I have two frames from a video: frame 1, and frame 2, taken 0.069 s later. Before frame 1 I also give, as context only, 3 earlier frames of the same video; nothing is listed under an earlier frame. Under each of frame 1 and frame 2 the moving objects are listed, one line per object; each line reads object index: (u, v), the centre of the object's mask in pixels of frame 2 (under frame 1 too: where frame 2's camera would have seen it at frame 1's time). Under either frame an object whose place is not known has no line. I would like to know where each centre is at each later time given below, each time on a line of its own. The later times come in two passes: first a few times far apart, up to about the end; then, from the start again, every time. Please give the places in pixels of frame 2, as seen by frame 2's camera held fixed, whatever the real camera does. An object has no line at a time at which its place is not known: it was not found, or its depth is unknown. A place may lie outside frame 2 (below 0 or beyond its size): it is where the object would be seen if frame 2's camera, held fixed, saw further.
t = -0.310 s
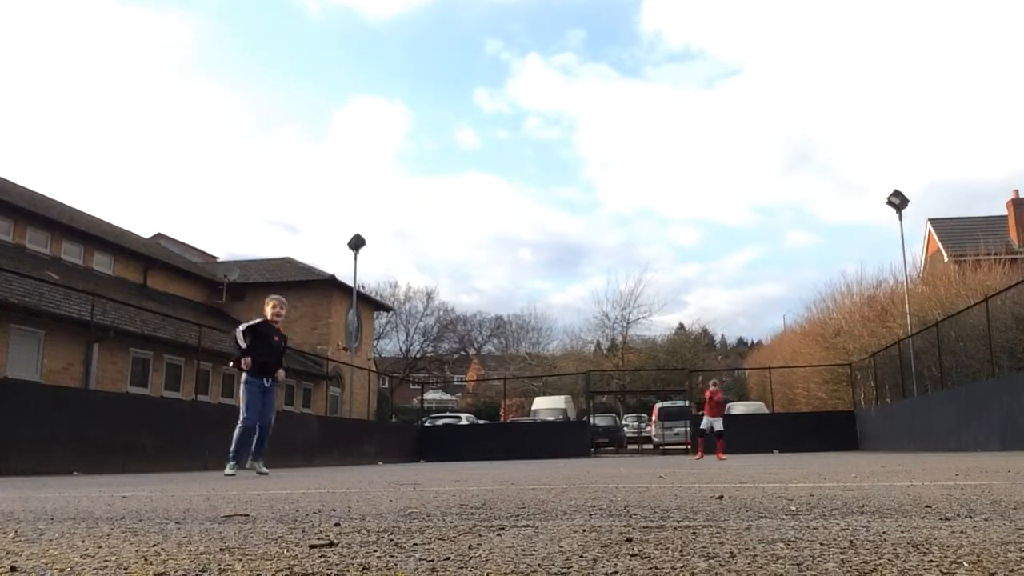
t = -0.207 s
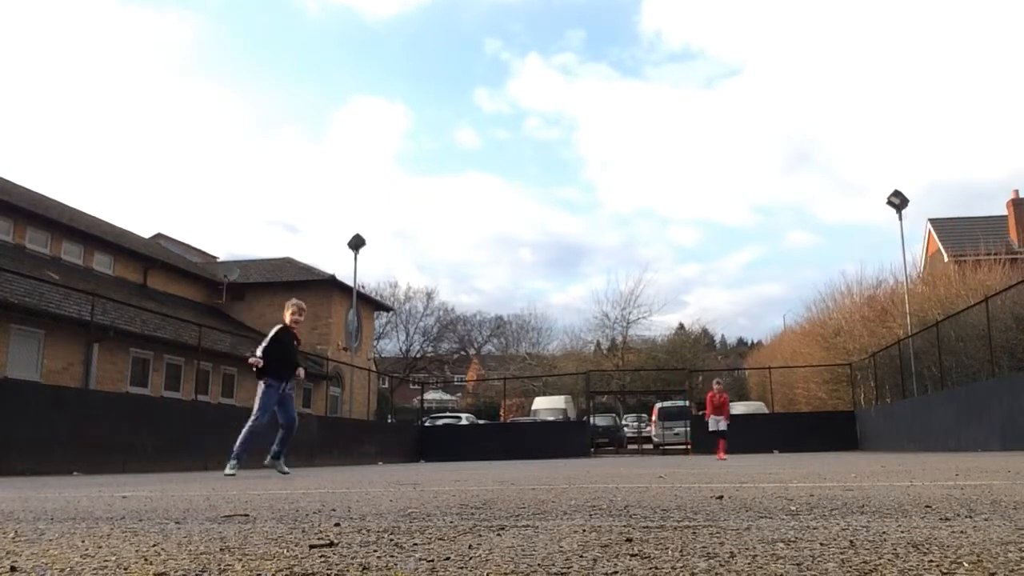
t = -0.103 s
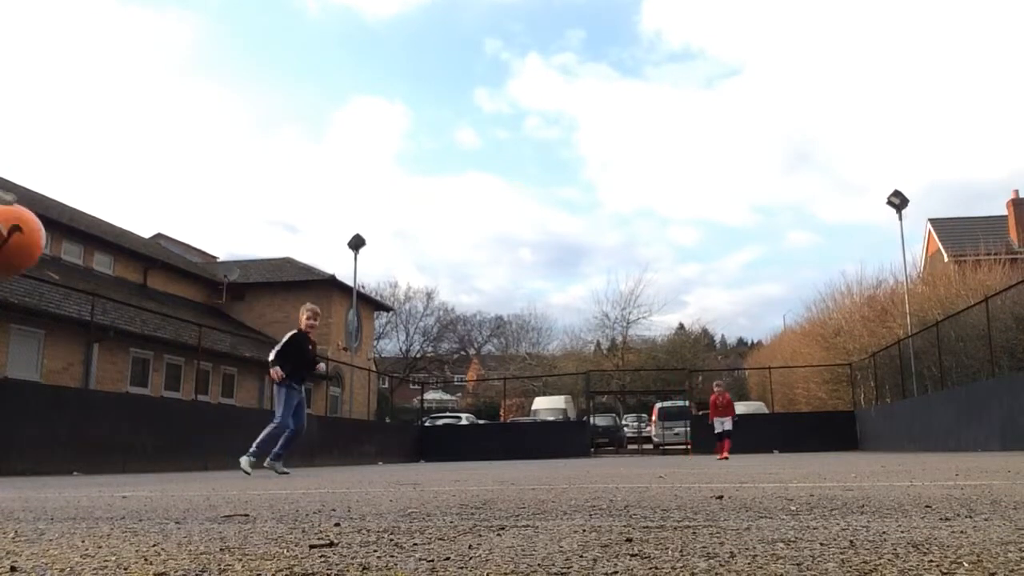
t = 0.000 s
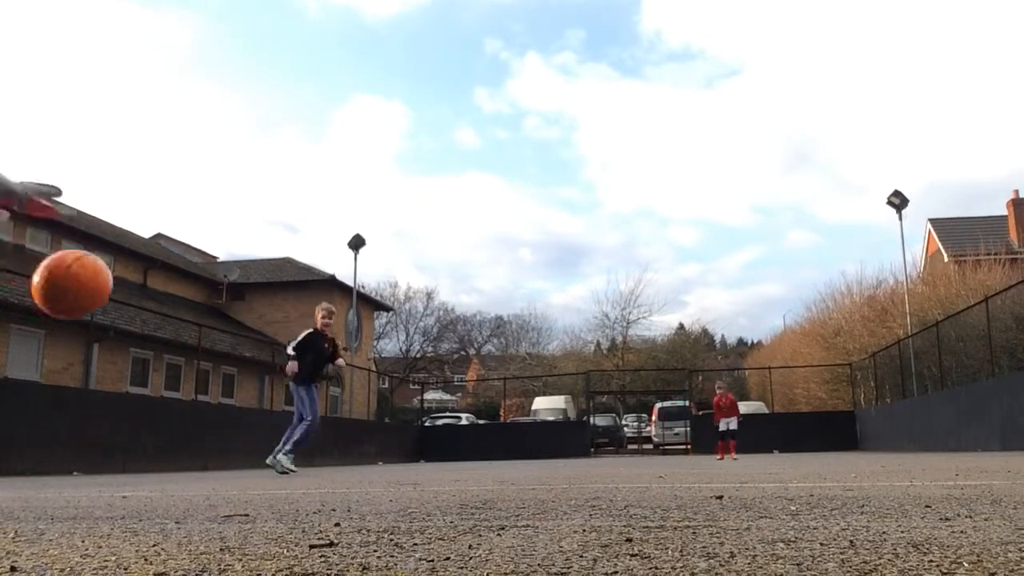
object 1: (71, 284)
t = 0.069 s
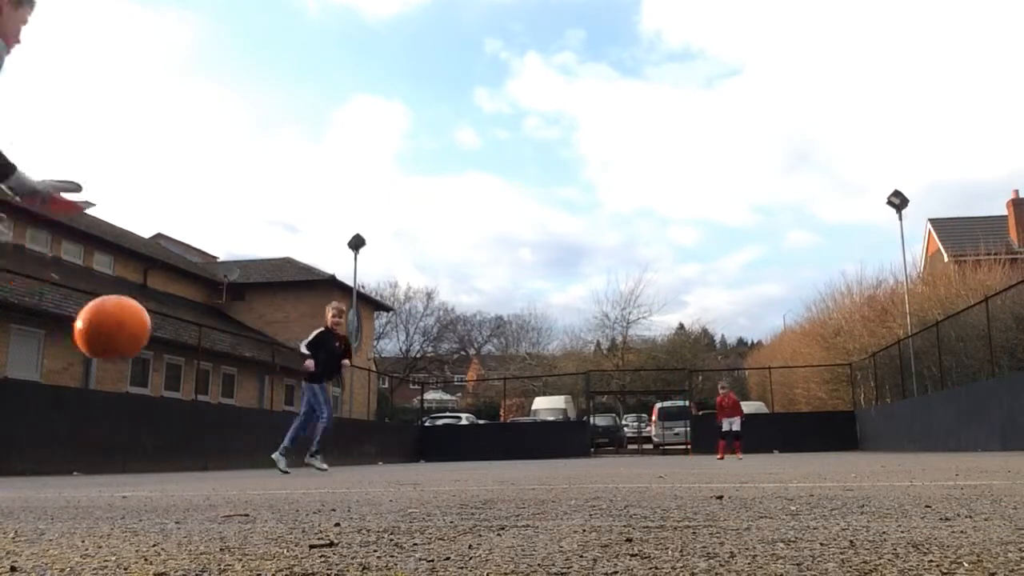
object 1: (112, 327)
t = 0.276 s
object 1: (204, 425)
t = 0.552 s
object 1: (272, 370)
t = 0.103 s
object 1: (130, 353)
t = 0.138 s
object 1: (148, 383)
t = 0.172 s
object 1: (164, 414)
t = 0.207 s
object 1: (179, 447)
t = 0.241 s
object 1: (192, 449)
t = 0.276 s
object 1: (204, 425)
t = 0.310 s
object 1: (215, 405)
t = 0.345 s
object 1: (225, 390)
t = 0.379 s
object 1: (234, 378)
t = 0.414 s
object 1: (242, 369)
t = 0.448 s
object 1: (250, 365)
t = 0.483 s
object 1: (258, 363)
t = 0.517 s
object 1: (265, 365)
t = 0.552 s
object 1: (272, 370)
